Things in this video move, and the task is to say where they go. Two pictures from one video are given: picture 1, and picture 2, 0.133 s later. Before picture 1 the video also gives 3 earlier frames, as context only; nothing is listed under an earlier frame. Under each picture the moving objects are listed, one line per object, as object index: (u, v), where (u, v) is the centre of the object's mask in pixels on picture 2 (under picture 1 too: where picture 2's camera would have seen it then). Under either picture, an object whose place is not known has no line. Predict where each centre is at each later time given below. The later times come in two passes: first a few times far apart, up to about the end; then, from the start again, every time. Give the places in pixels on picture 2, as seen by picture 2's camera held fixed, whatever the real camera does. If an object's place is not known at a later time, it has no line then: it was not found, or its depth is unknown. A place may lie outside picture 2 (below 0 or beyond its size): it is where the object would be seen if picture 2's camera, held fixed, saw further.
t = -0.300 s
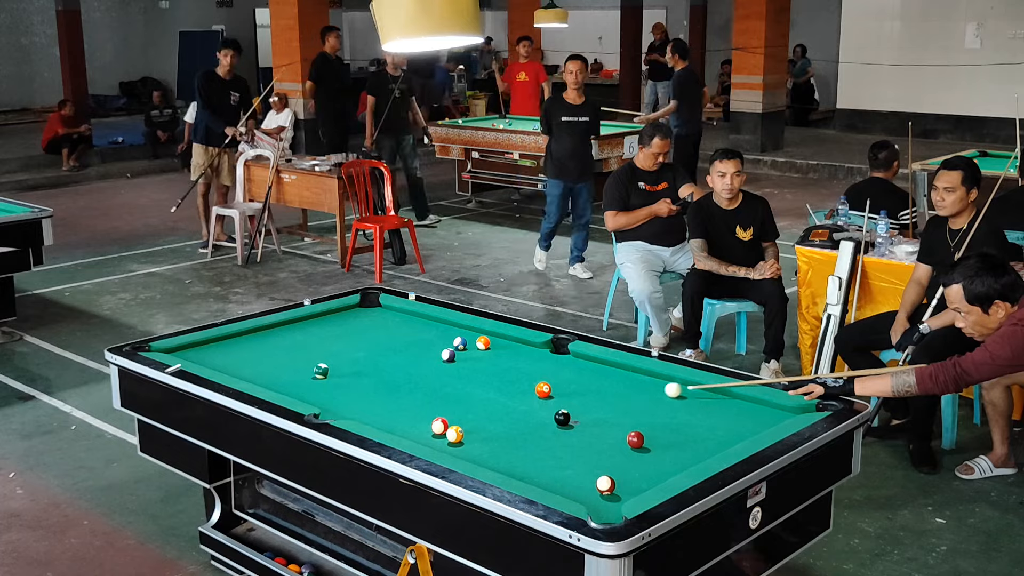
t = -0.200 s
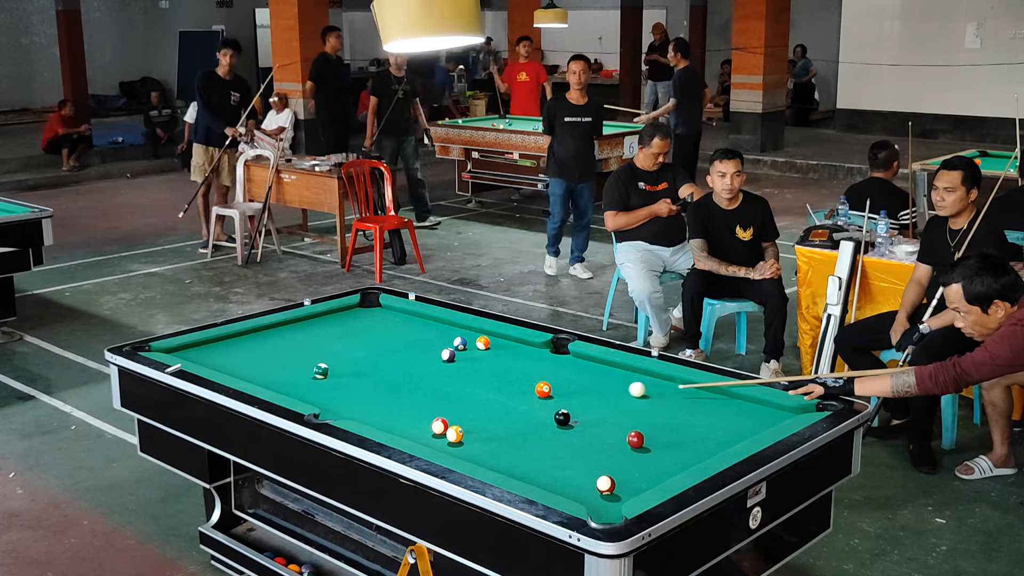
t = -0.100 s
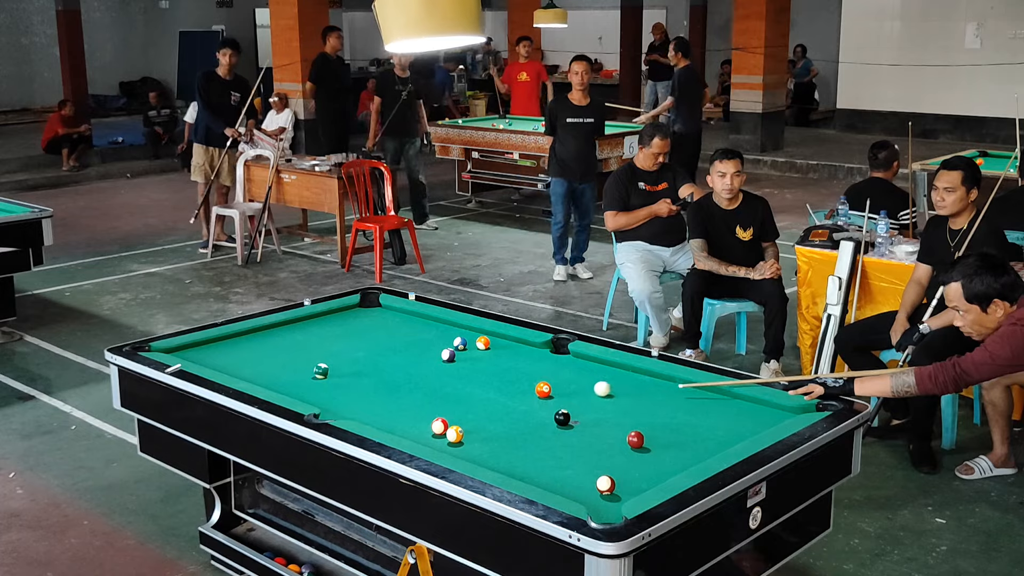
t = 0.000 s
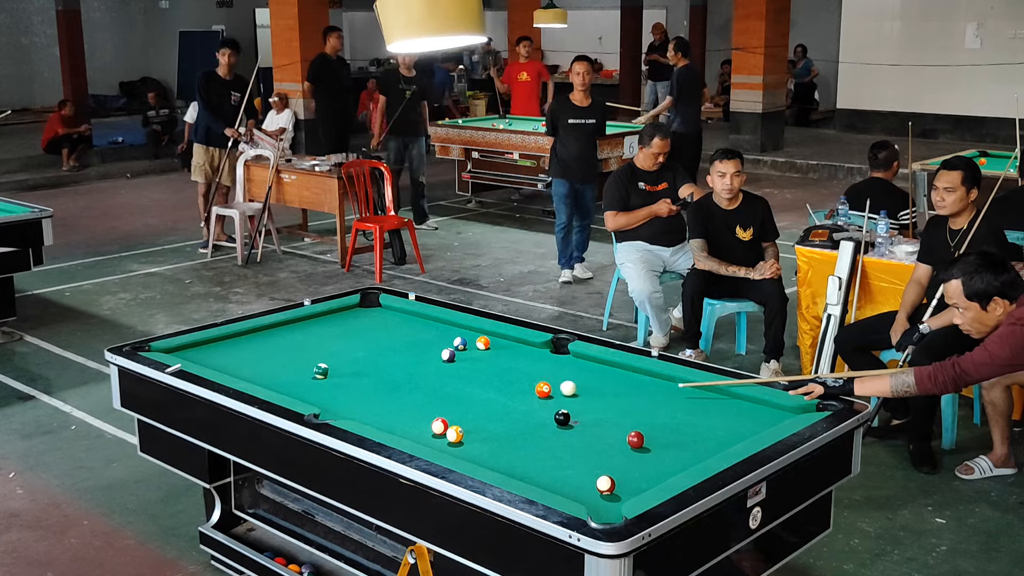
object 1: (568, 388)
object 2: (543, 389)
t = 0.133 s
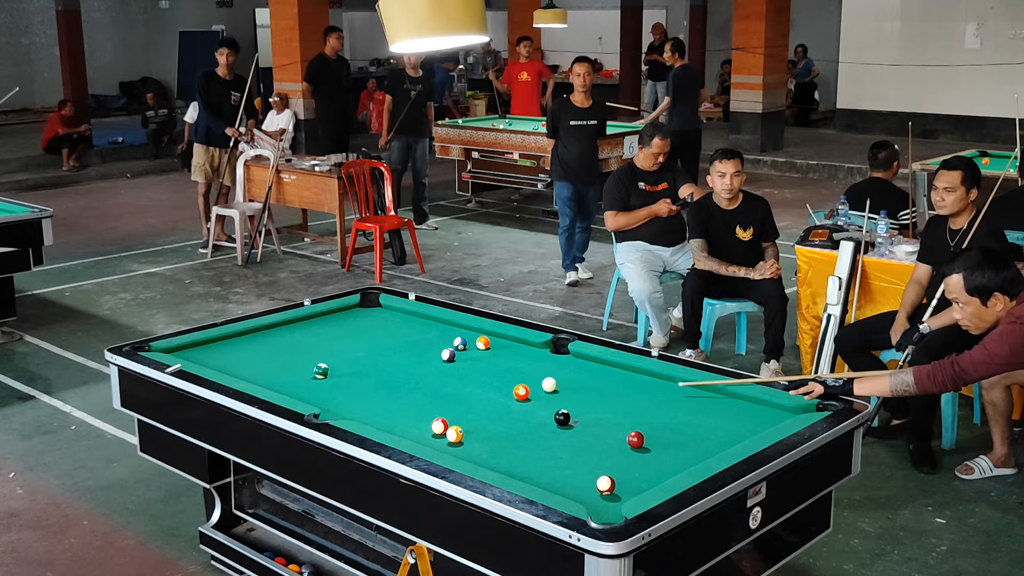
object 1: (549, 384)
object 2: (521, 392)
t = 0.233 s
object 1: (539, 382)
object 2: (504, 394)
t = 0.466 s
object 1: (517, 375)
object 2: (464, 399)
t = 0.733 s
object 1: (494, 369)
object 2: (420, 404)
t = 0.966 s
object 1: (477, 365)
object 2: (384, 409)
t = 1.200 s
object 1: (462, 361)
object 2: (349, 413)
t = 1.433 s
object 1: (452, 359)
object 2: (333, 415)
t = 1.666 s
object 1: (449, 358)
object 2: (342, 417)
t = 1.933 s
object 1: (447, 358)
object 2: (344, 416)
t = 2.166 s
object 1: (447, 358)
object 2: (345, 414)
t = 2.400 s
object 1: (447, 359)
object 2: (346, 414)
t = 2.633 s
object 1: (447, 359)
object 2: (347, 413)
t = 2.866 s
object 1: (447, 359)
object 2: (346, 413)
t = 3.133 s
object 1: (447, 359)
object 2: (347, 413)
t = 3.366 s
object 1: (447, 359)
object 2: (347, 413)
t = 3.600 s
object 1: (447, 359)
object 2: (347, 413)
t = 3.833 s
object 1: (447, 359)
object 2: (347, 413)
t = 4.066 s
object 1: (447, 359)
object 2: (347, 413)
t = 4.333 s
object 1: (447, 359)
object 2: (346, 413)
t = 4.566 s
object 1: (447, 359)
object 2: (346, 413)
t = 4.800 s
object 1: (447, 359)
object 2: (346, 413)
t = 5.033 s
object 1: (447, 359)
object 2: (346, 413)
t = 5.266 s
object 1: (447, 358)
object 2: (346, 413)
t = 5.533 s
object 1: (447, 359)
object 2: (346, 413)
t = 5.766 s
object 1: (447, 359)
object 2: (346, 413)
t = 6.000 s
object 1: (447, 359)
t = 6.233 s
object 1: (447, 359)
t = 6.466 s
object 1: (447, 359)
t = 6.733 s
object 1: (447, 359)
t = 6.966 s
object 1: (447, 359)
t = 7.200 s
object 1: (447, 359)
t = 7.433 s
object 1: (447, 358)
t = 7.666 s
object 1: (447, 358)
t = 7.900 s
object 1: (447, 358)
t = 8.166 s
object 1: (447, 358)
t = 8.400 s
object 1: (447, 358)
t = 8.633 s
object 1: (447, 359)
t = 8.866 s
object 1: (447, 359)
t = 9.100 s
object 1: (447, 358)
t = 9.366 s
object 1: (447, 359)
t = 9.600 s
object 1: (447, 358)
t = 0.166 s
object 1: (545, 384)
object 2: (516, 393)
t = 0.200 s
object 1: (542, 383)
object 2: (510, 393)
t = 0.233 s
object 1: (539, 382)
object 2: (504, 394)
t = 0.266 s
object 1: (535, 381)
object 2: (498, 395)
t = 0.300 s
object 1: (532, 380)
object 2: (492, 396)
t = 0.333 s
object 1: (529, 379)
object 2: (487, 396)
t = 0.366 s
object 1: (526, 378)
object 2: (481, 397)
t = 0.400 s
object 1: (523, 377)
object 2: (475, 398)
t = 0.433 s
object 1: (520, 376)
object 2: (469, 398)
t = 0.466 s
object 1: (517, 375)
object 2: (464, 399)
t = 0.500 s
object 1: (514, 375)
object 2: (458, 400)
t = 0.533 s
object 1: (511, 374)
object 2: (453, 400)
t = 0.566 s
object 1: (508, 373)
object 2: (447, 401)
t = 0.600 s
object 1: (505, 372)
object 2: (442, 402)
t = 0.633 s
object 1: (502, 372)
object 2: (436, 402)
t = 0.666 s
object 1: (499, 371)
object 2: (431, 403)
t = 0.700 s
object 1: (497, 370)
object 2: (426, 404)
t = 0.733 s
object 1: (494, 369)
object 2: (420, 404)
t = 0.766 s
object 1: (492, 369)
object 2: (415, 405)
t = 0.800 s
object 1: (489, 368)
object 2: (410, 406)
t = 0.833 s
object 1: (487, 367)
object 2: (404, 406)
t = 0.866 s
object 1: (484, 367)
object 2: (399, 407)
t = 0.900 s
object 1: (482, 366)
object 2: (394, 408)
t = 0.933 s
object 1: (479, 365)
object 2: (389, 408)
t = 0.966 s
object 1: (477, 365)
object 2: (384, 409)
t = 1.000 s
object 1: (475, 364)
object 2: (379, 410)
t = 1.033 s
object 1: (472, 364)
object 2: (374, 410)
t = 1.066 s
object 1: (470, 363)
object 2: (369, 411)
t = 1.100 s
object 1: (468, 362)
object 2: (364, 411)
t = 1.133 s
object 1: (466, 362)
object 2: (359, 412)
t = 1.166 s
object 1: (464, 361)
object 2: (354, 412)
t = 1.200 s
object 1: (462, 361)
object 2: (349, 413)
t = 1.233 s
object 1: (460, 360)
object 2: (344, 413)
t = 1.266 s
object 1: (458, 360)
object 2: (340, 413)
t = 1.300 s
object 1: (456, 359)
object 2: (335, 414)
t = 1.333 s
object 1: (455, 359)
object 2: (330, 414)
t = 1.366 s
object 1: (454, 359)
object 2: (329, 414)
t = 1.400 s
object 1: (453, 358)
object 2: (331, 415)
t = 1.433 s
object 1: (452, 359)
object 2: (333, 415)
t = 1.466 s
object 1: (451, 359)
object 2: (334, 415)
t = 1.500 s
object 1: (451, 358)
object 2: (336, 416)
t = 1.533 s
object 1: (450, 359)
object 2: (337, 416)
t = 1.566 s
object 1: (450, 359)
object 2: (339, 416)
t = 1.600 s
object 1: (449, 358)
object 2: (340, 416)
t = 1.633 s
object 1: (449, 358)
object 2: (341, 417)
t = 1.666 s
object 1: (449, 358)
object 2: (342, 417)
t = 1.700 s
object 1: (448, 358)
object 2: (342, 417)
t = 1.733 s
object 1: (448, 359)
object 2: (342, 417)
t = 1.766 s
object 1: (448, 358)
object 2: (342, 417)
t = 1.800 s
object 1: (447, 358)
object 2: (343, 416)
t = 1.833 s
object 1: (447, 358)
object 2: (343, 416)
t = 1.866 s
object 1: (447, 358)
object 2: (343, 416)
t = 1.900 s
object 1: (447, 358)
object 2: (343, 416)
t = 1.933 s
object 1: (447, 358)
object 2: (344, 416)
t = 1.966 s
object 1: (447, 359)
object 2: (344, 415)
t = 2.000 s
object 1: (447, 358)
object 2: (344, 415)
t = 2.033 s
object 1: (447, 359)
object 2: (344, 415)
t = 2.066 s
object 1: (447, 359)
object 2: (344, 415)
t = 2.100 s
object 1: (447, 359)
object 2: (344, 415)
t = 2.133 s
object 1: (447, 359)
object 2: (344, 414)
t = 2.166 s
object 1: (447, 358)
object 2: (345, 414)
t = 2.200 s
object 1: (447, 359)
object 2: (345, 414)
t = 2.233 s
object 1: (447, 359)
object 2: (345, 414)
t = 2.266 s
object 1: (447, 359)
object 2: (345, 414)
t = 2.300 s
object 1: (447, 359)
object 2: (345, 414)
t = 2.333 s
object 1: (447, 359)
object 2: (345, 414)
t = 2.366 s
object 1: (447, 359)
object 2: (346, 414)
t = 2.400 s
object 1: (447, 359)
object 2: (346, 414)
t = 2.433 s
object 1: (447, 359)
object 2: (346, 413)
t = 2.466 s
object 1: (447, 359)
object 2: (346, 413)
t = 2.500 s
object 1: (447, 359)
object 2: (346, 413)
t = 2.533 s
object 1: (447, 359)
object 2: (346, 413)
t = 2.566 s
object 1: (447, 359)
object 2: (347, 413)
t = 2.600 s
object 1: (447, 359)
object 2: (347, 413)
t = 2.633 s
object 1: (447, 359)
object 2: (347, 413)
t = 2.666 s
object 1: (447, 359)
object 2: (347, 413)
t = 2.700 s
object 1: (447, 359)
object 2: (347, 413)
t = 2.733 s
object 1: (447, 359)
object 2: (347, 413)
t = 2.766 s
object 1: (447, 359)
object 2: (346, 413)
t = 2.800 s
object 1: (447, 359)
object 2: (346, 413)
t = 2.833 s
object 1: (447, 359)
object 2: (346, 413)
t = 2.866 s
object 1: (447, 359)
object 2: (346, 413)
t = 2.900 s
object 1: (447, 359)
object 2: (346, 413)
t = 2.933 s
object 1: (447, 359)
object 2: (346, 413)
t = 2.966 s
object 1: (447, 359)
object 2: (347, 413)
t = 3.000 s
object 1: (447, 359)
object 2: (347, 413)
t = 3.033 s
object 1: (447, 359)
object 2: (347, 413)
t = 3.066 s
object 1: (447, 359)
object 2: (347, 413)
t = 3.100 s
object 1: (447, 359)
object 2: (347, 413)
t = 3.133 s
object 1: (447, 359)
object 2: (347, 413)
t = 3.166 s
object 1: (447, 359)
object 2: (346, 413)
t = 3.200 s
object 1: (447, 359)
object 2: (346, 413)
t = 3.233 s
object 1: (447, 359)
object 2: (346, 413)
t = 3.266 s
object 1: (447, 359)
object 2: (346, 413)
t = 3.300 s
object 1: (447, 359)
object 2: (347, 413)
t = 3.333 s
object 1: (447, 359)
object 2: (347, 413)
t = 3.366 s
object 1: (447, 359)
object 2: (347, 413)
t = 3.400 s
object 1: (447, 359)
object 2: (347, 413)
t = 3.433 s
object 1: (447, 359)
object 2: (347, 413)
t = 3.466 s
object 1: (447, 359)
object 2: (347, 413)
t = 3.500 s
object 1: (447, 359)
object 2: (347, 413)
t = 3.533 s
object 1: (447, 359)
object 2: (347, 413)
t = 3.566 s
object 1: (447, 359)
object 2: (346, 413)
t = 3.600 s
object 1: (447, 359)
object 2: (347, 413)
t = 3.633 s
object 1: (447, 359)
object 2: (346, 413)
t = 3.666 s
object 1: (447, 359)
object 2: (346, 413)
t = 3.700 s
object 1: (447, 359)
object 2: (347, 413)
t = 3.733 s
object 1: (447, 359)
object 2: (347, 413)
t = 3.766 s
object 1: (447, 359)
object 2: (347, 413)
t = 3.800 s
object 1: (447, 359)
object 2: (347, 413)
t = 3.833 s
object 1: (447, 359)
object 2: (347, 413)
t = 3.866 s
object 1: (447, 359)
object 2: (347, 413)
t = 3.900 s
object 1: (447, 359)
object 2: (347, 413)
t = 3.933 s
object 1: (447, 359)
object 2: (347, 413)
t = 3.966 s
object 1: (447, 359)
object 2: (347, 413)
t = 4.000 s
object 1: (447, 359)
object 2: (347, 413)
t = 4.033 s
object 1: (447, 359)
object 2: (347, 413)
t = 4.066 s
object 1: (447, 359)
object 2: (347, 413)
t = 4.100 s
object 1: (447, 359)
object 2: (347, 413)
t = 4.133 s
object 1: (447, 359)
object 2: (347, 413)
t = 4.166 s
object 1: (447, 359)
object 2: (347, 413)
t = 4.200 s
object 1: (447, 359)
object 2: (347, 413)
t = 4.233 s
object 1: (447, 359)
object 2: (346, 413)
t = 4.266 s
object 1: (447, 359)
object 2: (346, 413)
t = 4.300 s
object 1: (447, 359)
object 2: (346, 413)
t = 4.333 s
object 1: (447, 359)
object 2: (346, 413)
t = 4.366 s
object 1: (447, 359)
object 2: (346, 413)
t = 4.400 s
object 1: (447, 359)
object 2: (347, 413)
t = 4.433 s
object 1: (447, 359)
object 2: (346, 413)
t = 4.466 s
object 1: (447, 359)
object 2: (346, 413)
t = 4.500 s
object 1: (447, 359)
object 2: (346, 413)
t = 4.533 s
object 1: (447, 359)
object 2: (346, 413)
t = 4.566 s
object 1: (447, 359)
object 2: (346, 413)
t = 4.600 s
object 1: (447, 359)
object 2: (346, 413)
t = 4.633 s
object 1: (447, 359)
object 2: (346, 413)
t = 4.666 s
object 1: (447, 359)
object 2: (346, 413)
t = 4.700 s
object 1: (447, 359)
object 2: (347, 413)
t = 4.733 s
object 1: (447, 359)
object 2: (346, 413)
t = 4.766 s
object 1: (447, 359)
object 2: (346, 413)
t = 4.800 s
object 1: (447, 359)
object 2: (346, 413)
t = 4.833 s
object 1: (447, 359)
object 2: (346, 413)
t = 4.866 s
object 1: (447, 359)
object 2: (346, 413)
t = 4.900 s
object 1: (447, 359)
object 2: (346, 413)
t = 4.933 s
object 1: (447, 359)
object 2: (346, 413)
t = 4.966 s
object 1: (447, 359)
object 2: (346, 413)
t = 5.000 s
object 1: (447, 359)
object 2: (346, 413)
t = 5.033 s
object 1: (447, 359)
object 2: (346, 413)
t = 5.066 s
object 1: (447, 359)
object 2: (346, 413)
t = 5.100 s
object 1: (447, 359)
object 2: (346, 413)
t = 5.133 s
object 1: (447, 359)
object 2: (346, 413)
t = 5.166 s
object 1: (447, 359)
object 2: (346, 413)
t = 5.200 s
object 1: (447, 359)
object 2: (346, 413)
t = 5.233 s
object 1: (447, 358)
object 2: (346, 413)
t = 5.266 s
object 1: (447, 358)
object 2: (346, 413)
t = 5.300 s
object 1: (447, 359)
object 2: (346, 413)
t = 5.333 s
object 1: (447, 359)
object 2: (346, 413)
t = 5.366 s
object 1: (447, 359)
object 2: (346, 413)
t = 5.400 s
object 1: (447, 359)
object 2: (346, 413)
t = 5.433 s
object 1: (447, 359)
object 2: (346, 413)
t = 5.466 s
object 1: (447, 359)
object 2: (346, 413)
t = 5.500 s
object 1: (447, 359)
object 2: (346, 413)
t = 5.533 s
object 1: (447, 359)
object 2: (346, 413)
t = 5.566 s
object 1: (447, 359)
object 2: (346, 413)
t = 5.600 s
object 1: (447, 359)
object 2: (346, 413)
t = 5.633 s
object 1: (447, 359)
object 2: (346, 413)
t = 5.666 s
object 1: (447, 359)
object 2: (346, 413)
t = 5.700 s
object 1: (447, 359)
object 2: (346, 413)
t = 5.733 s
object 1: (447, 359)
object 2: (346, 413)
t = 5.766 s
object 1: (447, 359)
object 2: (346, 413)
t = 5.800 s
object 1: (447, 359)
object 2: (346, 413)
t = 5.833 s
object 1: (447, 359)
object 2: (346, 413)
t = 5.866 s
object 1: (447, 359)
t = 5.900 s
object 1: (447, 358)
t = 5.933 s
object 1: (447, 359)
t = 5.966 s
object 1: (447, 358)
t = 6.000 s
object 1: (447, 359)
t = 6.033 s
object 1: (447, 358)
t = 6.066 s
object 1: (447, 359)
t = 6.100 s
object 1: (447, 359)
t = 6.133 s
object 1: (447, 358)
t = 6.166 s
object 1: (447, 359)
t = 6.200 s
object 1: (447, 358)
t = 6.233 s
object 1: (447, 359)
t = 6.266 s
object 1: (447, 359)
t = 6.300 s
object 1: (447, 358)
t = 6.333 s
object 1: (447, 359)
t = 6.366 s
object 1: (447, 358)
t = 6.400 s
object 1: (447, 359)
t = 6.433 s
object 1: (447, 358)
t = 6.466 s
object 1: (447, 359)
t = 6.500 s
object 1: (447, 359)
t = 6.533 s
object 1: (447, 358)
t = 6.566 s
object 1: (447, 359)
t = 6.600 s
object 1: (447, 359)
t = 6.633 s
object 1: (447, 359)
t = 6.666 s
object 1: (447, 359)
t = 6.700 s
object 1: (447, 358)
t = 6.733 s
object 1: (447, 359)
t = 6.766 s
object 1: (447, 358)
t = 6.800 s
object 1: (447, 359)
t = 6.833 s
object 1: (447, 358)
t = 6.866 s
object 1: (447, 358)
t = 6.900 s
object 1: (447, 359)
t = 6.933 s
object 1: (447, 358)
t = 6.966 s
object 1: (447, 359)
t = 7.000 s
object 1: (447, 358)
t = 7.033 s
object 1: (447, 359)
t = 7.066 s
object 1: (447, 359)
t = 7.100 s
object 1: (447, 358)
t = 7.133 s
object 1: (447, 359)
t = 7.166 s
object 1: (447, 358)
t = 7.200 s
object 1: (447, 359)
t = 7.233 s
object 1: (447, 358)
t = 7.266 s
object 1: (447, 359)
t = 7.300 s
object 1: (447, 359)
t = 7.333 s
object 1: (447, 359)
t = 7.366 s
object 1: (447, 359)
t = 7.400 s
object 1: (447, 358)
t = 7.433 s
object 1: (447, 358)
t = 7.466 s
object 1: (448, 359)
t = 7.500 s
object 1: (447, 358)
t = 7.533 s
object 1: (447, 358)
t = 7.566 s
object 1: (447, 358)
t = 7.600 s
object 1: (447, 359)
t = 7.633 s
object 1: (447, 358)
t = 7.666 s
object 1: (447, 358)
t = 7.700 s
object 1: (447, 359)
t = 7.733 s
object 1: (447, 359)
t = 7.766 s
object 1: (447, 358)
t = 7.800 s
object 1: (447, 358)
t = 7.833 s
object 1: (447, 359)
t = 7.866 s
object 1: (447, 359)
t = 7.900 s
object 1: (447, 358)
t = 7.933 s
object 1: (447, 358)
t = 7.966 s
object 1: (447, 359)
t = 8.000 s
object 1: (447, 359)
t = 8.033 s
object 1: (447, 358)
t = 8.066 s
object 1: (447, 359)
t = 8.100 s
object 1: (447, 358)
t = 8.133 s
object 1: (447, 359)
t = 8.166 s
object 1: (447, 358)
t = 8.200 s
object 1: (447, 359)
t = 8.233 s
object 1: (447, 359)
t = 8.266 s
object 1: (447, 358)
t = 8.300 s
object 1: (447, 358)
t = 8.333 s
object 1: (447, 359)
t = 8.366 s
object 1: (447, 359)
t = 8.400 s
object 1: (447, 358)
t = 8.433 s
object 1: (447, 358)
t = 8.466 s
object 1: (447, 359)
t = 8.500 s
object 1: (447, 359)
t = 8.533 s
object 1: (447, 358)
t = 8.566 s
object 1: (447, 358)
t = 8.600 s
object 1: (447, 358)
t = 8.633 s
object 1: (447, 359)
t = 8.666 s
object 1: (447, 358)
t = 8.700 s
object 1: (447, 358)
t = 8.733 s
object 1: (447, 359)
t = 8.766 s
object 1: (447, 358)
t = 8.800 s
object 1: (447, 359)
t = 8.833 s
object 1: (447, 358)
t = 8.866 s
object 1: (447, 359)
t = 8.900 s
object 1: (447, 359)
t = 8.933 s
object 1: (447, 358)
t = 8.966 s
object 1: (447, 359)
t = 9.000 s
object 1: (447, 358)
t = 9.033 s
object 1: (447, 359)
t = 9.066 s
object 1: (447, 358)
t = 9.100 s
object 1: (447, 358)
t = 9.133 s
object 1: (447, 359)
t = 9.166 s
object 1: (447, 358)
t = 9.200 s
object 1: (447, 359)
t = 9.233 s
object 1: (447, 359)
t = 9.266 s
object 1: (447, 359)
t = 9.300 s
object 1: (447, 359)
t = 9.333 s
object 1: (447, 359)
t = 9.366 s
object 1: (447, 359)
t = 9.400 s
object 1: (447, 359)
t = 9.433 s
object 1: (447, 359)
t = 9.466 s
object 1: (447, 358)
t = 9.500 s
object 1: (447, 359)
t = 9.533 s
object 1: (447, 358)
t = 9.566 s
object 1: (447, 358)
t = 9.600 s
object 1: (447, 358)
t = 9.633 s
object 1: (447, 358)
